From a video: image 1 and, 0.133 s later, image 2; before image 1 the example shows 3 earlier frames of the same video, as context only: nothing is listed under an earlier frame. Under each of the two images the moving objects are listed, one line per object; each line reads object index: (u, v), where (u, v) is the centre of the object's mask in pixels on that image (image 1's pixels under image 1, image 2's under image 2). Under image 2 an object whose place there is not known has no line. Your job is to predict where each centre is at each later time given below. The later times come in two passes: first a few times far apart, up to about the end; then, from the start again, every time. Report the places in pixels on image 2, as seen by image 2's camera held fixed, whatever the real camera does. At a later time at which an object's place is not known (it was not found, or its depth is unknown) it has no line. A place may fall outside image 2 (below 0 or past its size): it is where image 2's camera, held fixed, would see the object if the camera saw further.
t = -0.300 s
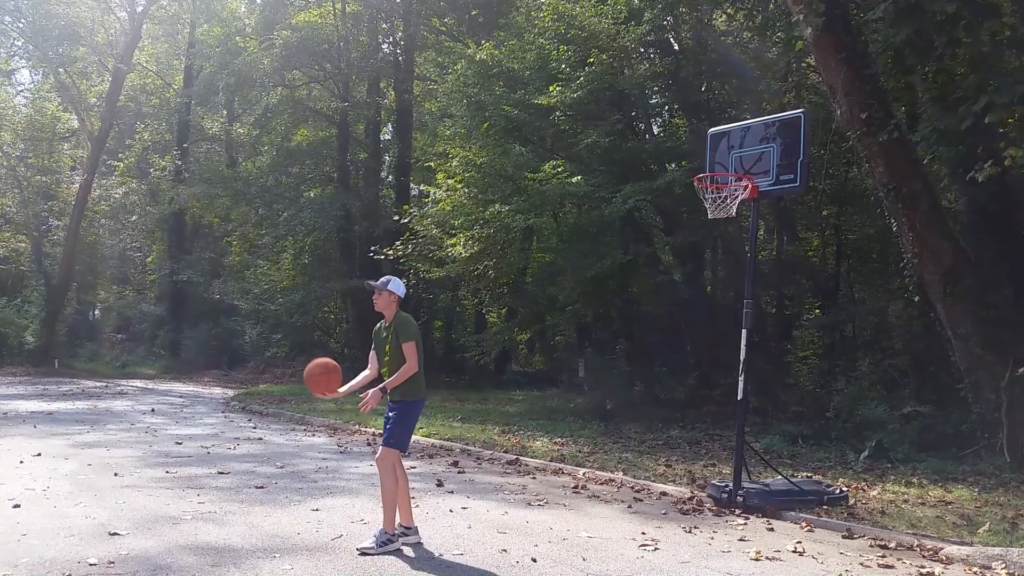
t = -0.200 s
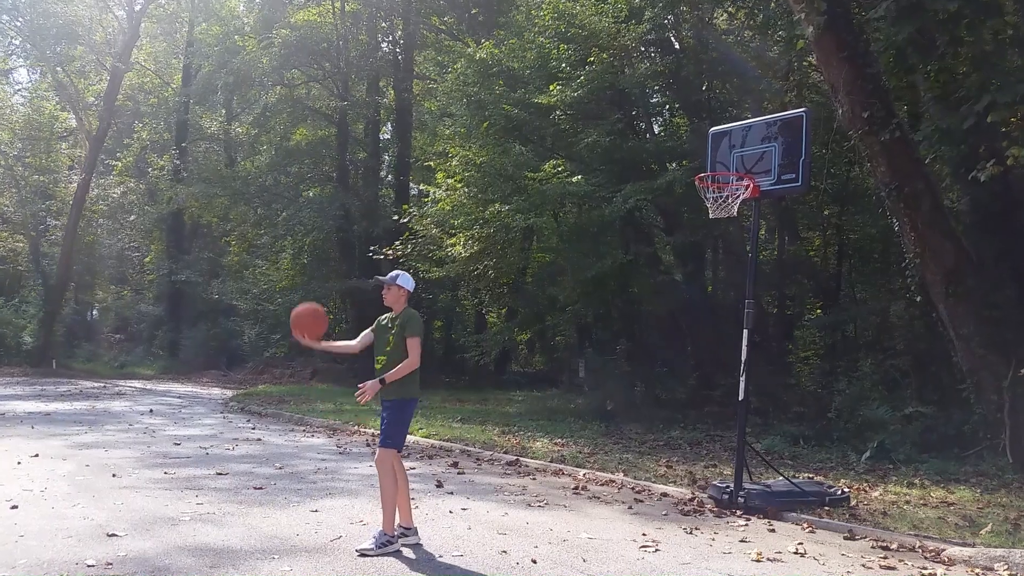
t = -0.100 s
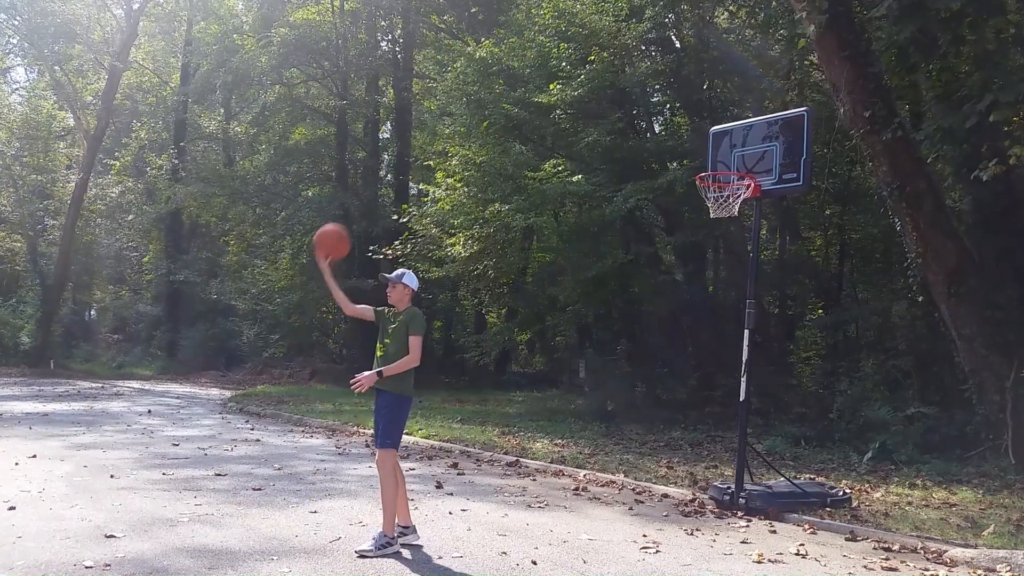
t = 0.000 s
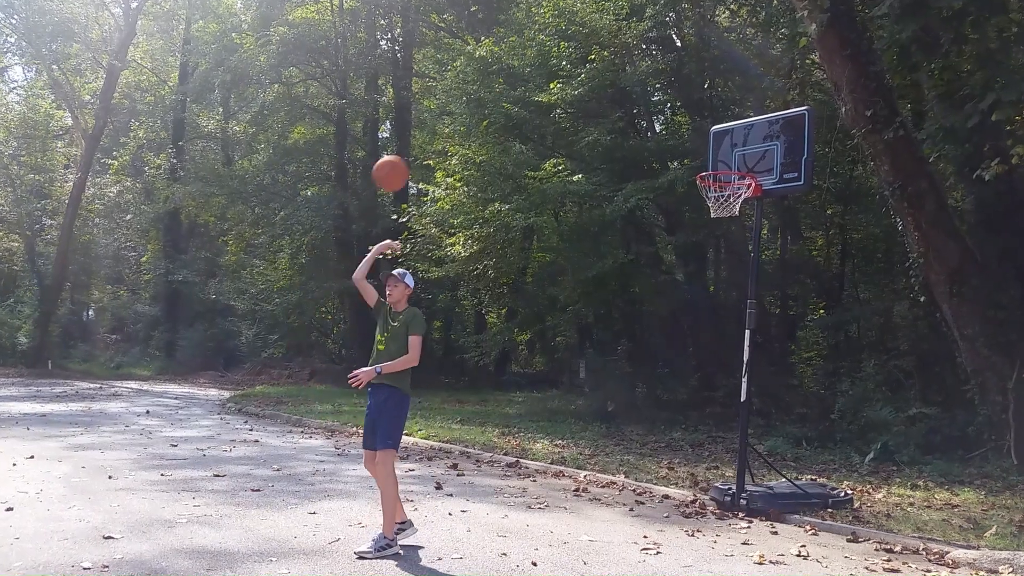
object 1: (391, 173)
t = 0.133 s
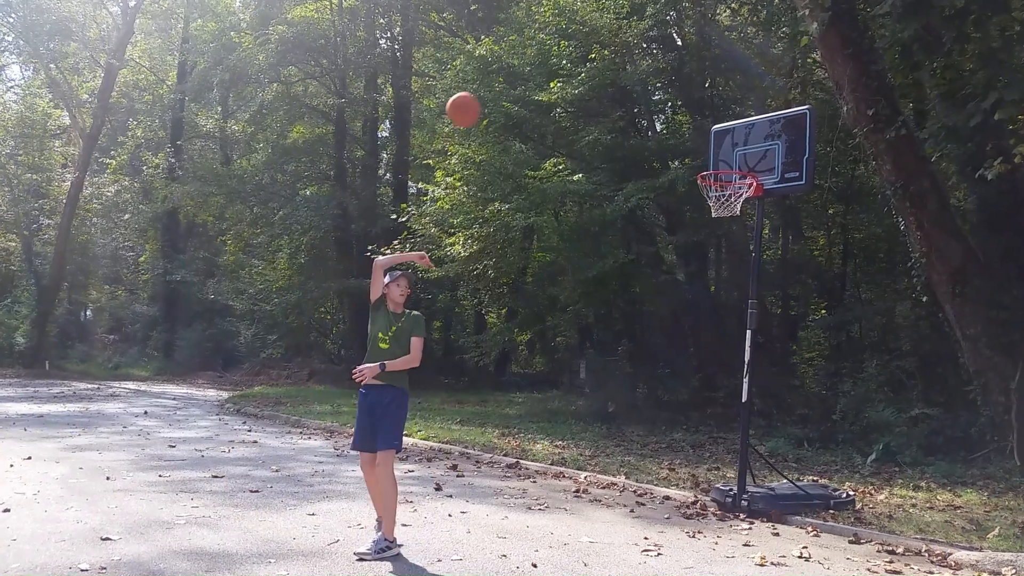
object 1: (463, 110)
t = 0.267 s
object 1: (530, 73)
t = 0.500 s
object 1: (630, 64)
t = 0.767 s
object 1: (726, 133)
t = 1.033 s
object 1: (716, 217)
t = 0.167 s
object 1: (480, 98)
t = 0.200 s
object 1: (497, 88)
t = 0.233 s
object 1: (513, 80)
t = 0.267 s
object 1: (530, 73)
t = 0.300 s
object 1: (545, 68)
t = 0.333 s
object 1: (560, 64)
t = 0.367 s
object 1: (575, 61)
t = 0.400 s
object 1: (589, 60)
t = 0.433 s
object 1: (603, 60)
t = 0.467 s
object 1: (617, 62)
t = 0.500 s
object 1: (630, 64)
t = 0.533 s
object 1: (643, 69)
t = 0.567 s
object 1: (656, 74)
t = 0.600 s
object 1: (668, 82)
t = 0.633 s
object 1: (680, 90)
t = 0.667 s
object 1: (692, 100)
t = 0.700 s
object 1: (704, 110)
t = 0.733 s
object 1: (714, 121)
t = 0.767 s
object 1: (726, 133)
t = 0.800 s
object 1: (735, 145)
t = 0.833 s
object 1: (732, 153)
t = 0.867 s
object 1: (728, 161)
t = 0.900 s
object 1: (724, 175)
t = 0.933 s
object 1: (720, 186)
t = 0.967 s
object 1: (716, 201)
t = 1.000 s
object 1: (714, 212)
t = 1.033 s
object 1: (716, 217)
